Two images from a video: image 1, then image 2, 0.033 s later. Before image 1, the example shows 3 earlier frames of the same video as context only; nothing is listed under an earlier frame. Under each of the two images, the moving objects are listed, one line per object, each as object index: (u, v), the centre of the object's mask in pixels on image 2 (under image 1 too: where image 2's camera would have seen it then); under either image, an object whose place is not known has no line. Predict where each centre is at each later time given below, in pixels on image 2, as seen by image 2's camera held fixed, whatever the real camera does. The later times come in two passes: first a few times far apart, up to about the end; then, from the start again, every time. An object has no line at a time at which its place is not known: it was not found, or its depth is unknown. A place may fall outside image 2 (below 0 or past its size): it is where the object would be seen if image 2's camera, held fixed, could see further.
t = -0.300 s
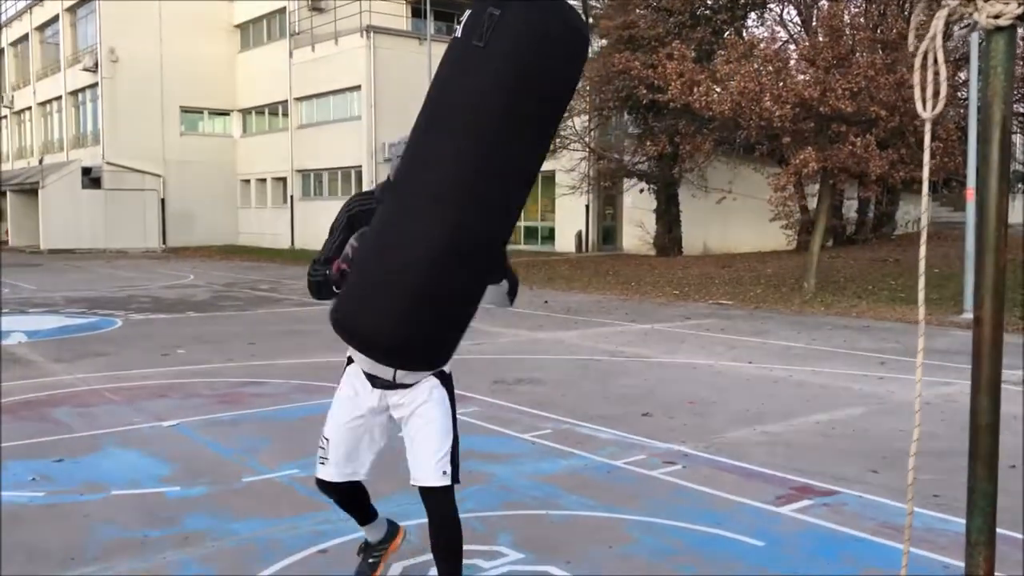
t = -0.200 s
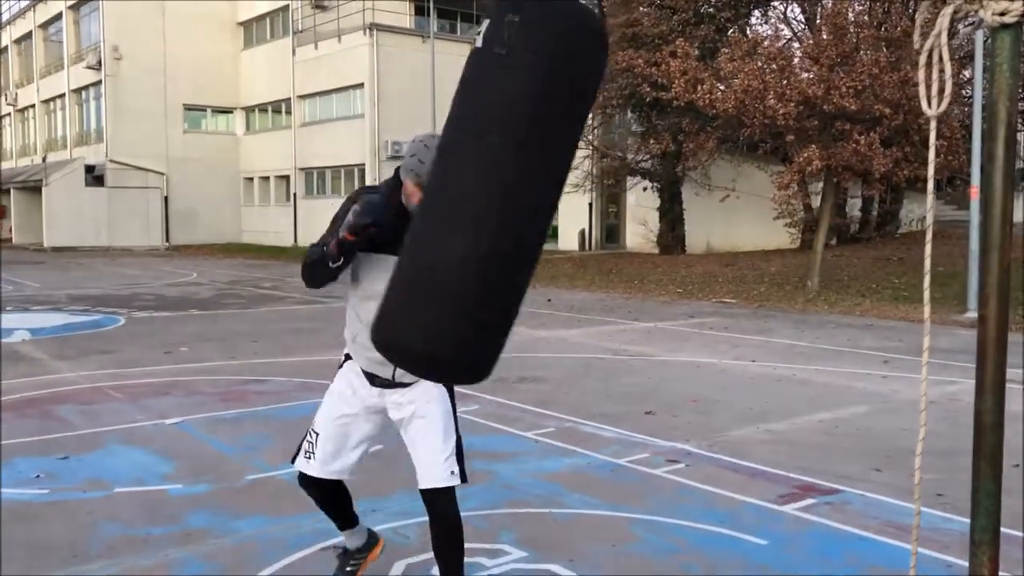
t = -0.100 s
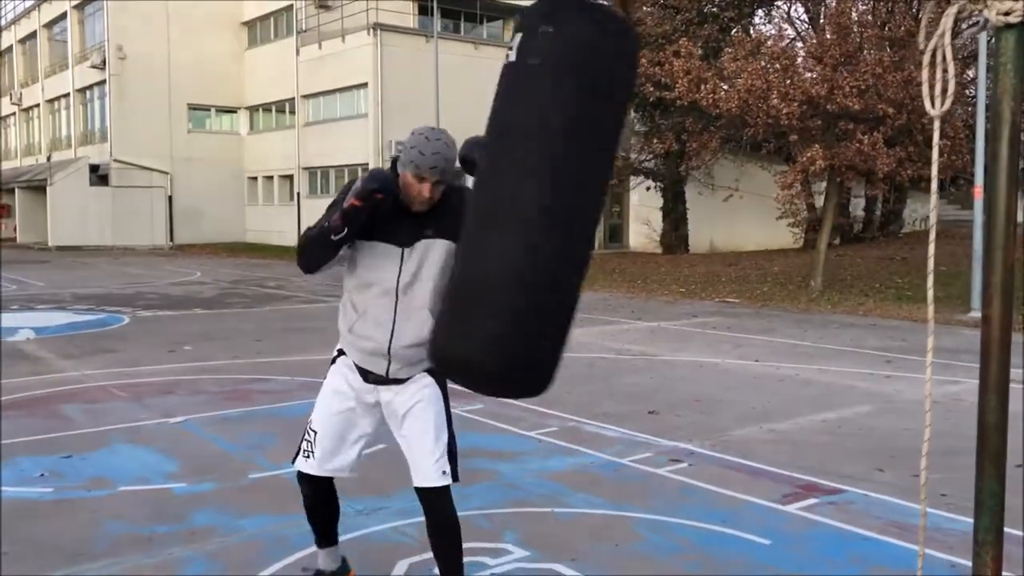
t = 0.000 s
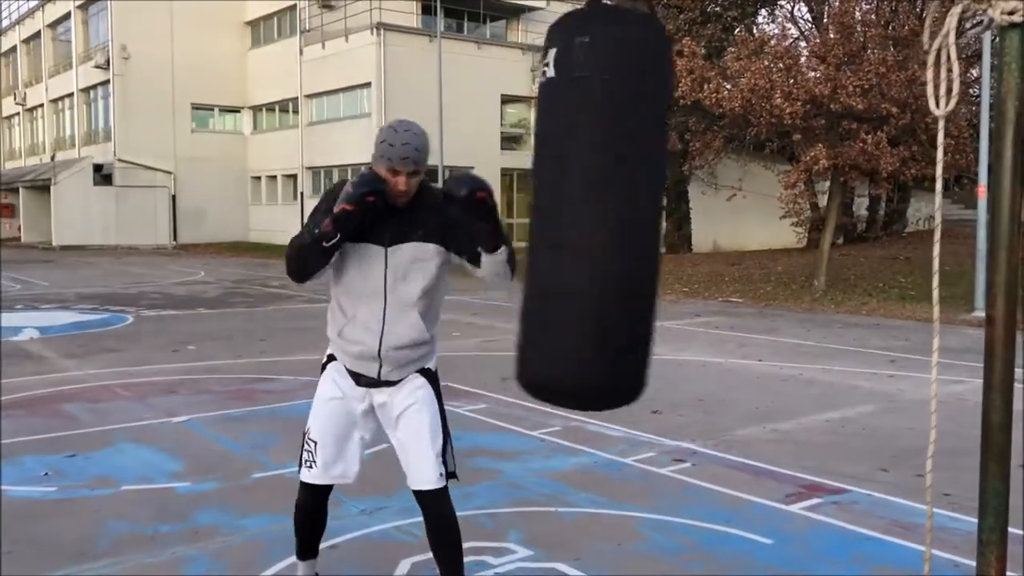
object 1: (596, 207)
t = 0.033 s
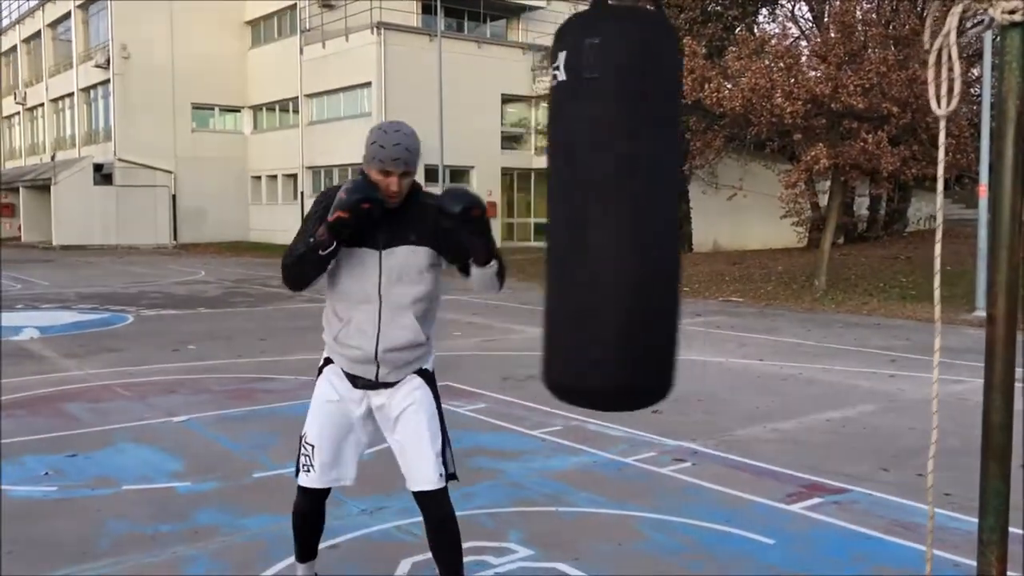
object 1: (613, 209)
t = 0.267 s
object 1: (732, 202)
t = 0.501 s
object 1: (802, 184)
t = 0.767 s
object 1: (799, 181)
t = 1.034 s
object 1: (716, 196)
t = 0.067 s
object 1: (631, 208)
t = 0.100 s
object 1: (647, 209)
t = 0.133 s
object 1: (665, 207)
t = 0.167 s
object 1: (683, 206)
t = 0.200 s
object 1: (699, 205)
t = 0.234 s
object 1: (716, 203)
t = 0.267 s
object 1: (732, 202)
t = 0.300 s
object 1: (746, 198)
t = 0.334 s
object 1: (758, 196)
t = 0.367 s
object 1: (770, 194)
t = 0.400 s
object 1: (780, 191)
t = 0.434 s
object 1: (789, 189)
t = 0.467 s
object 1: (796, 186)
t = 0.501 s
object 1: (802, 184)
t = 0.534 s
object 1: (807, 182)
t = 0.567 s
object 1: (809, 180)
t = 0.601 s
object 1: (810, 179)
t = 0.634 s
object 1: (811, 179)
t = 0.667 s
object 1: (810, 178)
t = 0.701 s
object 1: (808, 179)
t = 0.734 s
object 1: (804, 180)
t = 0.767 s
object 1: (799, 181)
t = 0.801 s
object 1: (793, 182)
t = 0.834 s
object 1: (785, 184)
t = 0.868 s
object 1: (776, 185)
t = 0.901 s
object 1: (766, 187)
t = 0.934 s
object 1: (755, 190)
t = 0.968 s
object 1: (743, 191)
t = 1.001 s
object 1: (730, 195)
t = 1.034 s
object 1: (716, 196)
